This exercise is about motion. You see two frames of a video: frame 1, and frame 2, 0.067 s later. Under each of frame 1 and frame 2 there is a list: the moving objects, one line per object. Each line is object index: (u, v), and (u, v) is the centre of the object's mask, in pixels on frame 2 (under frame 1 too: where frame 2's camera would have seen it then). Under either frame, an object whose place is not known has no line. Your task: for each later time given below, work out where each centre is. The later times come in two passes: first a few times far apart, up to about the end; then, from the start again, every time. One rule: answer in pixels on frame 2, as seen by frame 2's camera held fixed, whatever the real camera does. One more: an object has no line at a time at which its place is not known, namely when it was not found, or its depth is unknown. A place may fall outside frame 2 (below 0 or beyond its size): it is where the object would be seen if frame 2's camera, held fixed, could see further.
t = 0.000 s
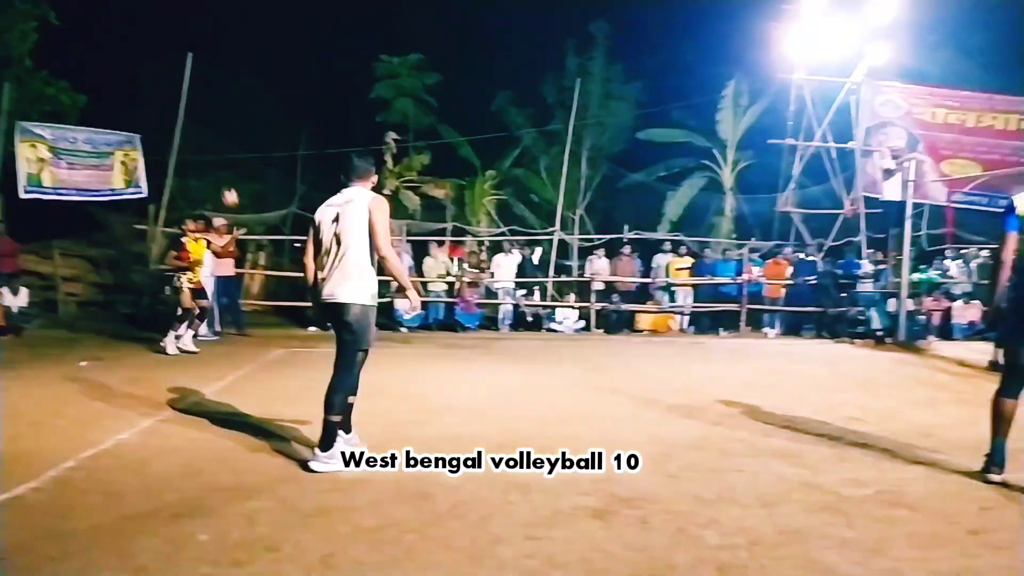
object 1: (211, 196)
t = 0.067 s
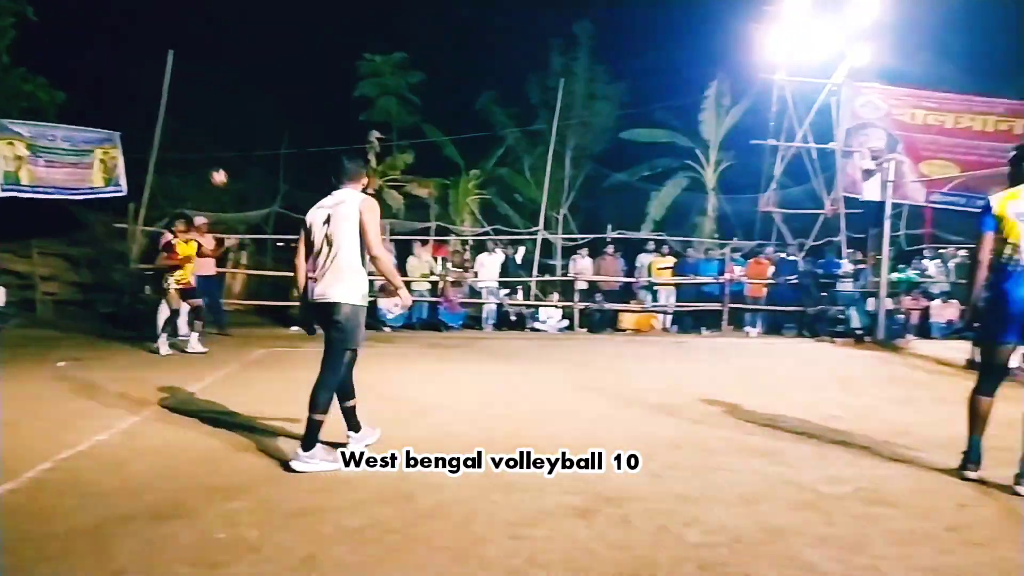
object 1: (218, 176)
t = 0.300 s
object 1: (244, 141)
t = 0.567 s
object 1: (270, 150)
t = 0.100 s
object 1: (222, 169)
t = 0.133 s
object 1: (226, 162)
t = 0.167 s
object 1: (230, 156)
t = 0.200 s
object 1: (233, 151)
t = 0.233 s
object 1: (237, 146)
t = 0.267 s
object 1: (241, 143)
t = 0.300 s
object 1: (244, 141)
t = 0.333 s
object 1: (248, 139)
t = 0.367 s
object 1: (251, 138)
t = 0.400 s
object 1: (255, 138)
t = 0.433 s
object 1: (258, 139)
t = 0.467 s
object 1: (261, 141)
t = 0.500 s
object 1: (265, 144)
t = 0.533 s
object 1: (266, 145)
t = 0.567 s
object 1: (270, 150)
